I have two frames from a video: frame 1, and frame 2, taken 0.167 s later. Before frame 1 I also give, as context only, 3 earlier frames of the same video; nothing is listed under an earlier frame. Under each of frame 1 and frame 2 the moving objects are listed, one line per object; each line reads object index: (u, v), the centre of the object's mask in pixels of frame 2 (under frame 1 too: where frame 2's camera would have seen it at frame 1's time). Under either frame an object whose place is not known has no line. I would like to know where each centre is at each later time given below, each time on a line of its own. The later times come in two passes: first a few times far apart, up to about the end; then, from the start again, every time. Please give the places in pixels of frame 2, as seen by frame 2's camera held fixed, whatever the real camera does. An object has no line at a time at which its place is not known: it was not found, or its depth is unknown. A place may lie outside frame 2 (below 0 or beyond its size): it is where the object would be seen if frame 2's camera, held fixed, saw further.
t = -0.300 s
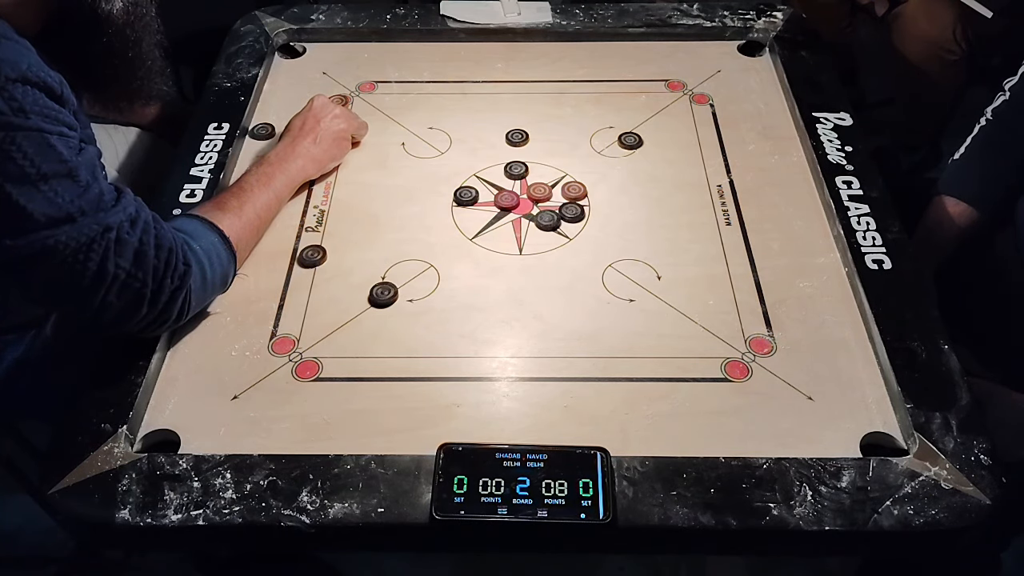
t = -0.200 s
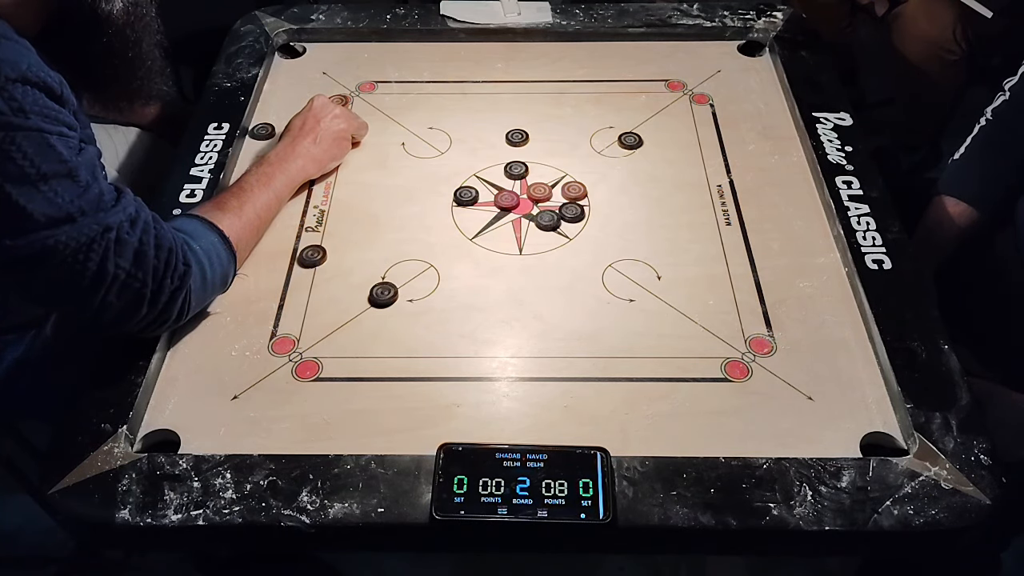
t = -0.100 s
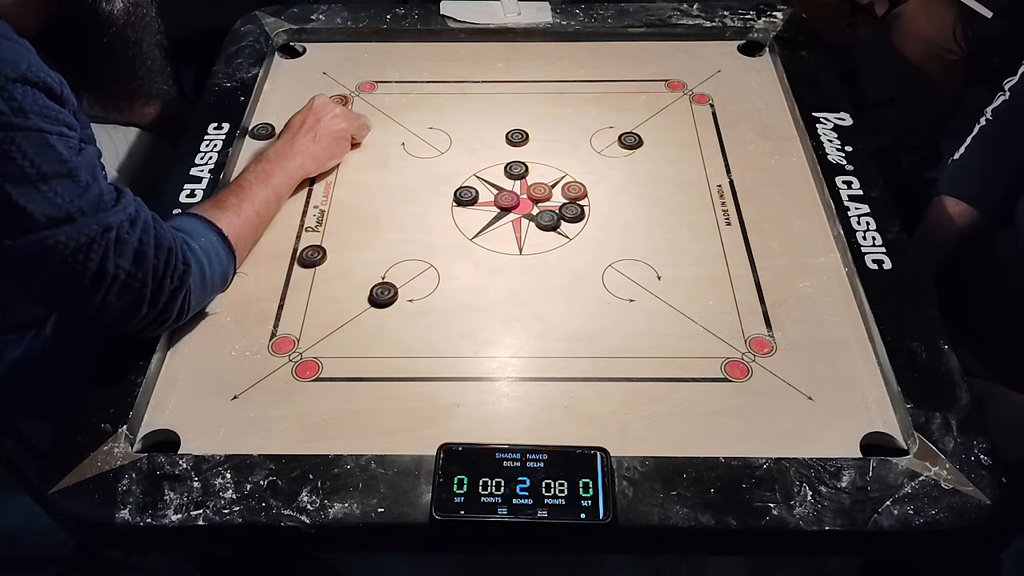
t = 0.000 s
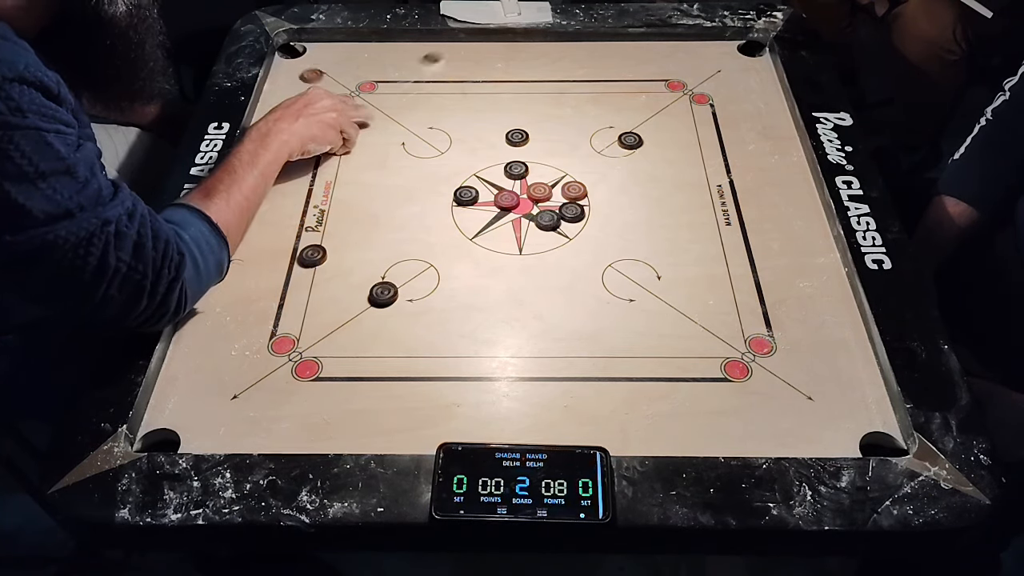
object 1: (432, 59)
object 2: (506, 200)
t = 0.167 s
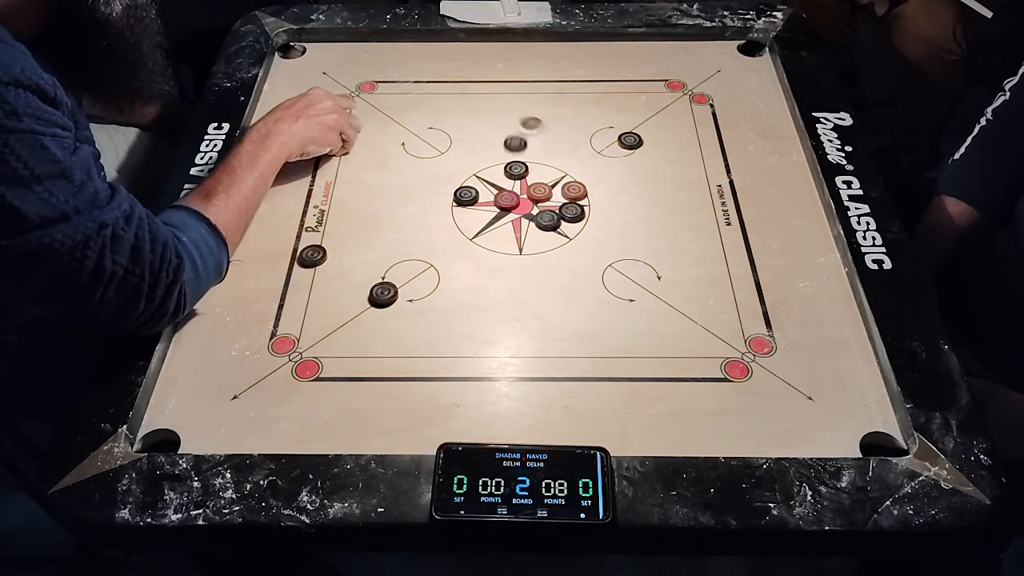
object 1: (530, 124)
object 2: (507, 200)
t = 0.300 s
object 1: (617, 170)
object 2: (495, 238)
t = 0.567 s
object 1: (773, 252)
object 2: (479, 306)
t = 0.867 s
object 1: (800, 319)
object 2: (478, 312)
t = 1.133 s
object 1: (779, 340)
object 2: (478, 311)
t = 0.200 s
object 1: (552, 136)
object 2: (507, 200)
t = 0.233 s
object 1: (574, 147)
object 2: (503, 210)
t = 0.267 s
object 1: (595, 159)
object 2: (499, 224)
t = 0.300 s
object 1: (617, 170)
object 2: (495, 238)
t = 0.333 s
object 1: (638, 182)
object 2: (492, 251)
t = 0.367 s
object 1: (658, 192)
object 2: (489, 263)
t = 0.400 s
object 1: (678, 203)
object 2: (486, 273)
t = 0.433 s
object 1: (698, 213)
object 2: (484, 282)
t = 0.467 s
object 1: (718, 223)
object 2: (482, 290)
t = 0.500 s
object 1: (736, 232)
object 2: (480, 297)
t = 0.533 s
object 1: (755, 242)
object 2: (479, 302)
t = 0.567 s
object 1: (773, 252)
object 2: (479, 306)
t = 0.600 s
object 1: (790, 261)
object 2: (479, 309)
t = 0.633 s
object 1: (807, 270)
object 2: (478, 311)
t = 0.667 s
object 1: (822, 277)
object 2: (478, 311)
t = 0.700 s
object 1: (829, 285)
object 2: (478, 311)
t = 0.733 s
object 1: (823, 293)
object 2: (478, 311)
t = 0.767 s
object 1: (816, 301)
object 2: (478, 311)
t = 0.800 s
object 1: (811, 307)
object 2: (478, 311)
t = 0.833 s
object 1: (805, 314)
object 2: (478, 311)
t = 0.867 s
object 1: (800, 319)
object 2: (478, 312)
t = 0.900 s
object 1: (795, 324)
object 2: (478, 312)
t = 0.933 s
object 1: (790, 329)
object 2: (478, 312)
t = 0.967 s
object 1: (788, 331)
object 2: (478, 312)
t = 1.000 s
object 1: (785, 334)
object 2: (478, 312)
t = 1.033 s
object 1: (782, 336)
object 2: (478, 312)
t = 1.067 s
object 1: (781, 338)
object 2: (478, 311)
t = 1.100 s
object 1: (780, 339)
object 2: (478, 311)
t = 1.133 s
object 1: (779, 340)
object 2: (478, 311)
